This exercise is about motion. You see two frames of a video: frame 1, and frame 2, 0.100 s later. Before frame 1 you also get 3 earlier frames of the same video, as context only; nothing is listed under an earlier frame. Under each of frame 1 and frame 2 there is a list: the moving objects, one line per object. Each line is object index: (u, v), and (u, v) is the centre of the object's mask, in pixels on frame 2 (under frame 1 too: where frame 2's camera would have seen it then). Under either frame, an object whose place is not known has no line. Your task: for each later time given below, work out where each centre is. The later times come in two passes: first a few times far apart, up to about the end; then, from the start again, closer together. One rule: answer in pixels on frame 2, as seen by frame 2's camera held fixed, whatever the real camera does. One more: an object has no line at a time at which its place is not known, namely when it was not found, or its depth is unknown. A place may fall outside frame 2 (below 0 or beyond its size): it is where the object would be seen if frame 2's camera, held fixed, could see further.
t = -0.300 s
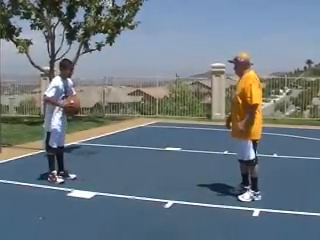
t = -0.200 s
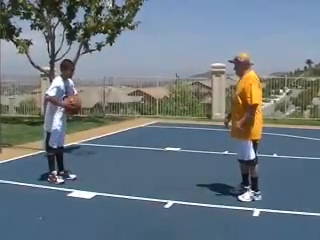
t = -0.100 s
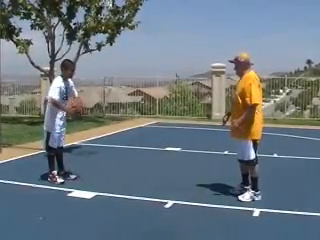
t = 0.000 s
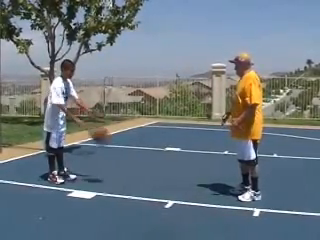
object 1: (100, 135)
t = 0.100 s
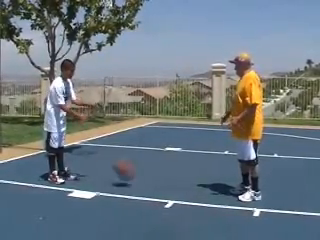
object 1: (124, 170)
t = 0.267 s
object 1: (148, 140)
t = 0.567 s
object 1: (185, 102)
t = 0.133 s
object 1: (131, 177)
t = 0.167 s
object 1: (135, 168)
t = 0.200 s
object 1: (139, 157)
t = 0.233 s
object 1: (143, 150)
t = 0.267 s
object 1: (148, 140)
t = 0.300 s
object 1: (151, 133)
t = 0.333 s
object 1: (156, 125)
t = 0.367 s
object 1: (161, 120)
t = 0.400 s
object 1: (166, 115)
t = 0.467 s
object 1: (173, 106)
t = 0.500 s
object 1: (178, 103)
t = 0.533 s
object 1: (181, 102)
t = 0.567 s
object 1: (185, 102)
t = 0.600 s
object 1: (190, 102)
